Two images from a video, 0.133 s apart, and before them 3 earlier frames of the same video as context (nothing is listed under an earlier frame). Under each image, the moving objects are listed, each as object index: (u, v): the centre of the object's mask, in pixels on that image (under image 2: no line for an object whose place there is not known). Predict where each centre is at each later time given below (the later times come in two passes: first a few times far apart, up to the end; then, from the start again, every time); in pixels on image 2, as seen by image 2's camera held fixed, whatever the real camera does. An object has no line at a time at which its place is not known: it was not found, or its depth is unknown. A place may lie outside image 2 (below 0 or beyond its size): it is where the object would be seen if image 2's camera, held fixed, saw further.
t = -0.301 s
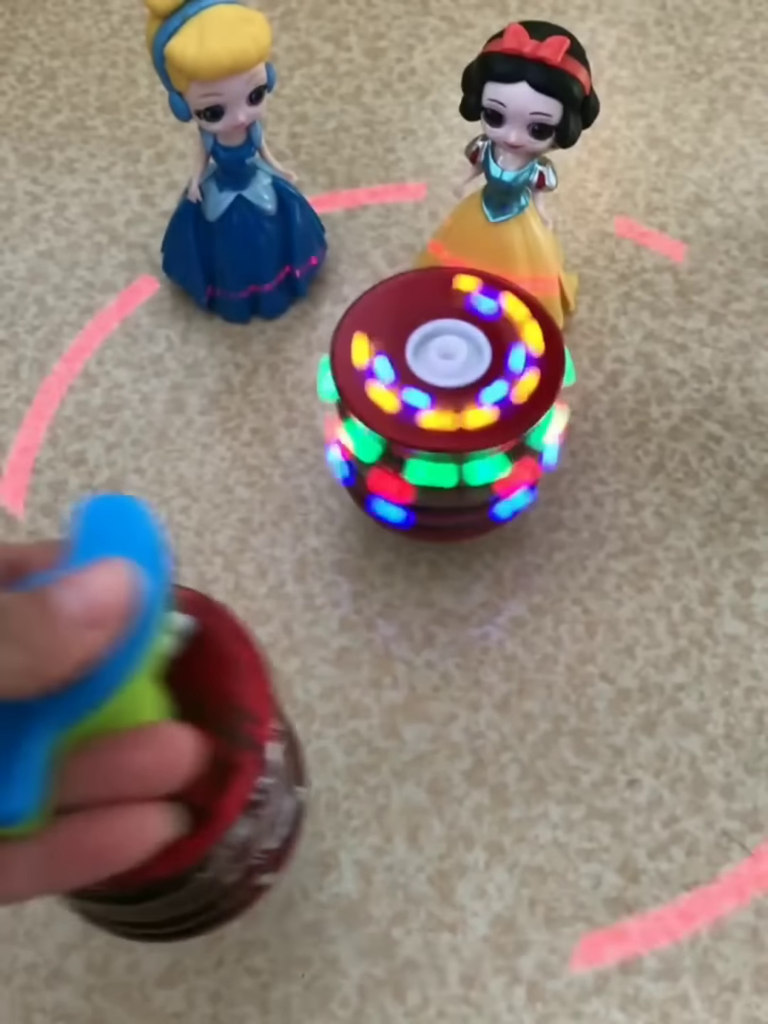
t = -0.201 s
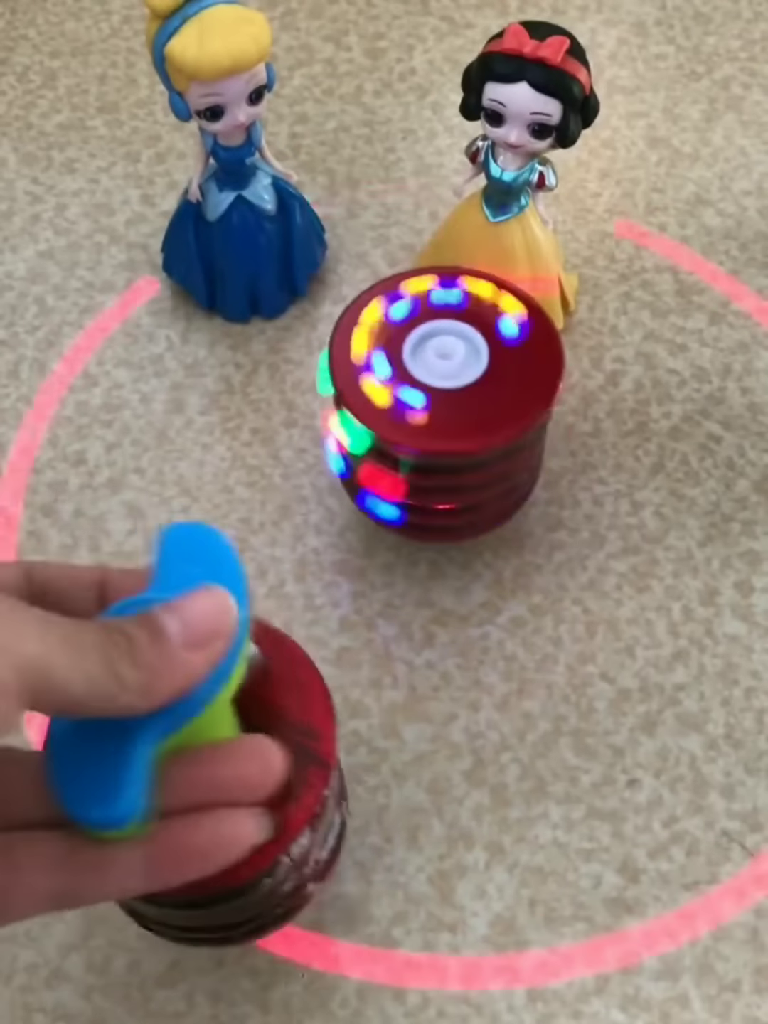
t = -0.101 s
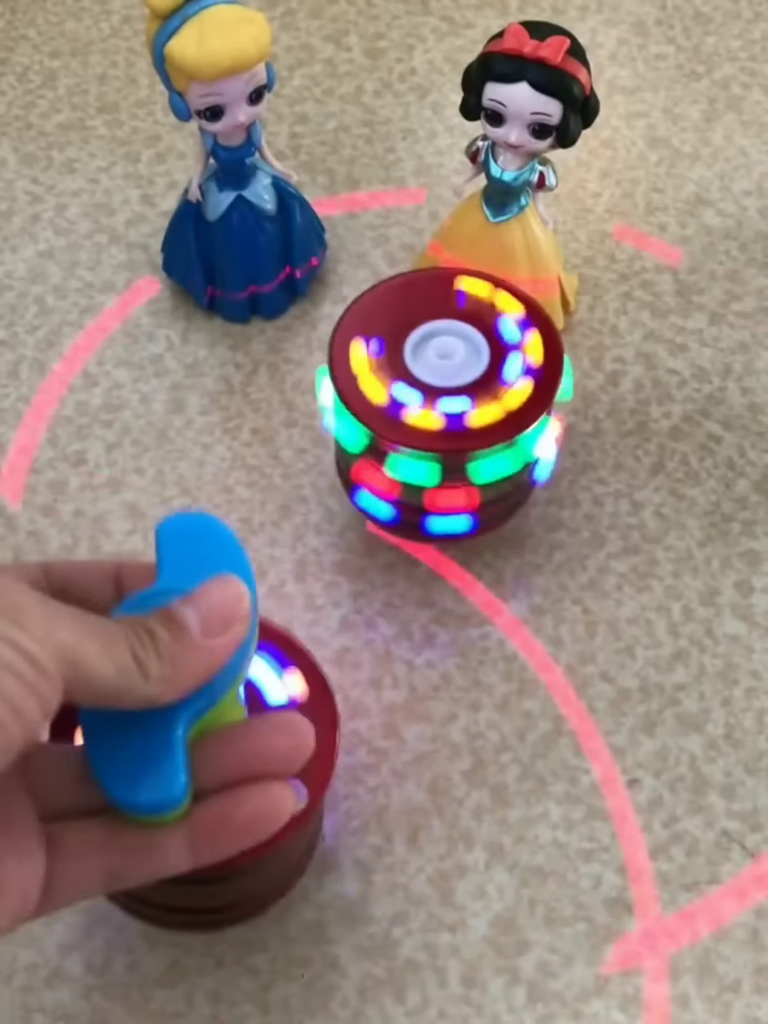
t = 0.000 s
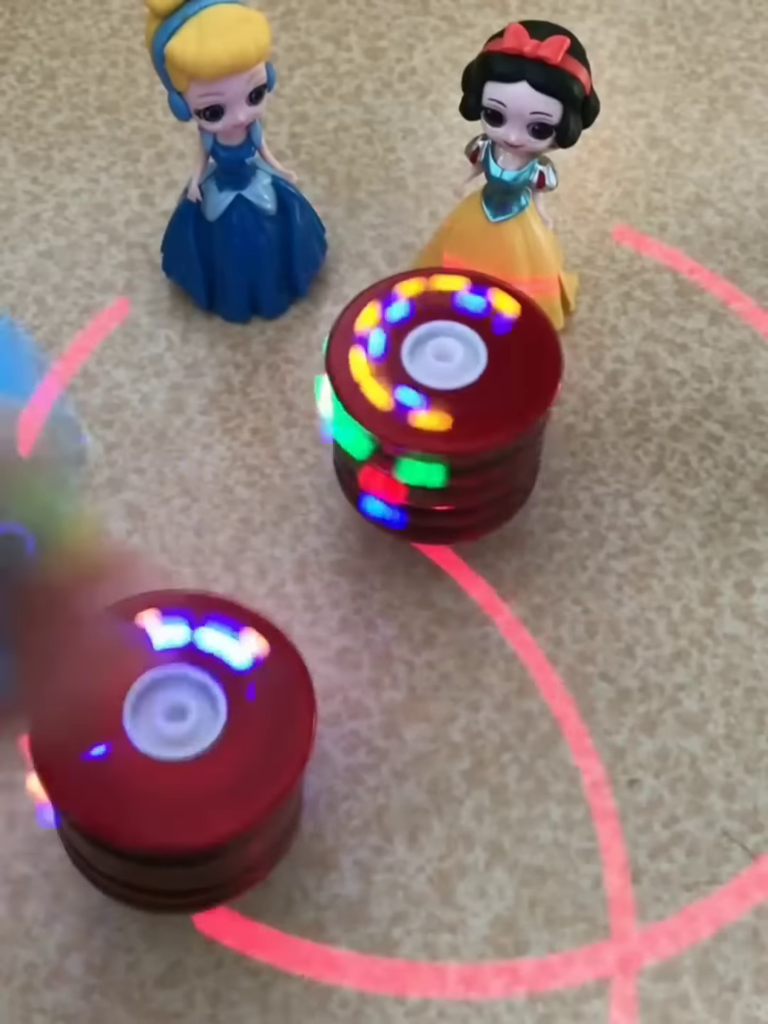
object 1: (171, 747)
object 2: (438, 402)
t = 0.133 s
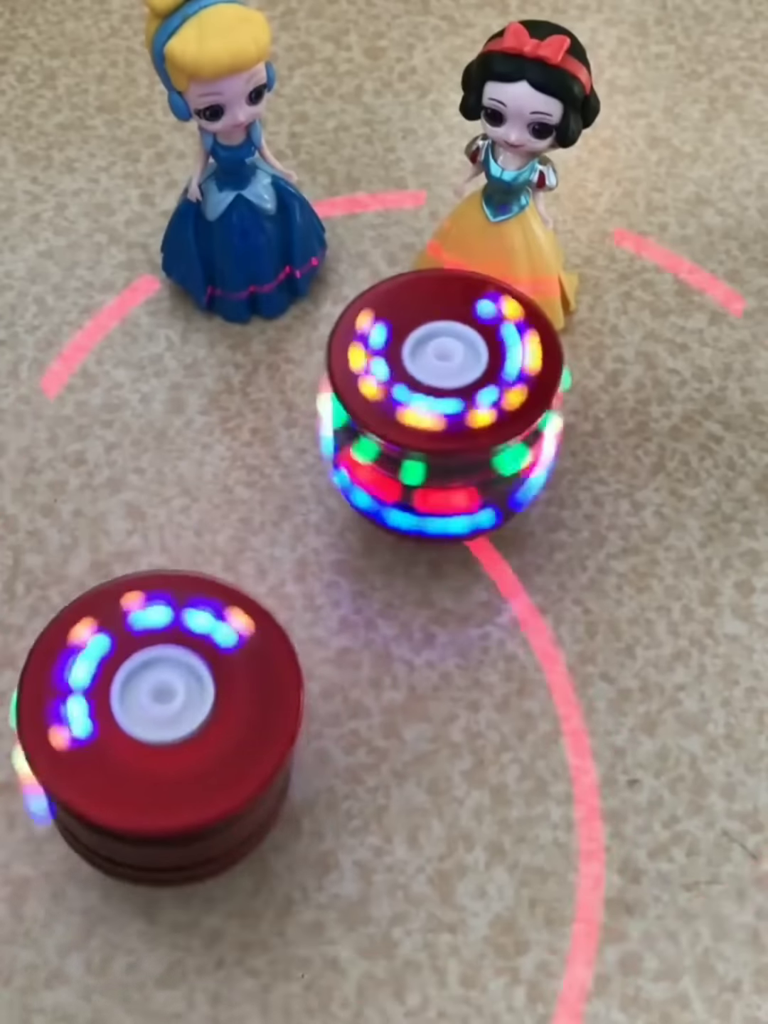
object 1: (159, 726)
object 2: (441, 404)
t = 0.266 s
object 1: (159, 704)
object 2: (440, 403)
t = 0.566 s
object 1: (199, 677)
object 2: (447, 404)
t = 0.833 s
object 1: (239, 687)
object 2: (444, 404)
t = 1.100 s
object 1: (253, 724)
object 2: (442, 406)
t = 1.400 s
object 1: (211, 773)
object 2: (445, 409)
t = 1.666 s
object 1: (175, 772)
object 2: (440, 409)
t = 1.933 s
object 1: (148, 754)
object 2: (450, 413)
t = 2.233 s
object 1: (172, 717)
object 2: (448, 417)
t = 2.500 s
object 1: (203, 728)
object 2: (445, 419)
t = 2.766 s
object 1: (205, 753)
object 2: (444, 426)
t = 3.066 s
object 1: (190, 780)
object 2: (449, 430)
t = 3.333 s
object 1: (174, 784)
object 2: (455, 432)
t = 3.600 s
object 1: (161, 772)
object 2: (445, 434)
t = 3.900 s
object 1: (158, 759)
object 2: (448, 438)
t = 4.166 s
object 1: (173, 757)
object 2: (441, 436)
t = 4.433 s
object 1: (181, 767)
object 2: (450, 439)
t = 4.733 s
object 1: (190, 785)
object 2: (447, 439)
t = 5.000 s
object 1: (193, 787)
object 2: (442, 439)
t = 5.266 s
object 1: (189, 783)
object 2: (441, 438)
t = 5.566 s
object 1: (187, 792)
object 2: (442, 438)
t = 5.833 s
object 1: (193, 781)
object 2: (444, 438)
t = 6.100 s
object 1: (185, 790)
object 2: (447, 438)
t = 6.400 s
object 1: (185, 783)
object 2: (447, 438)
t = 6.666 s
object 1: (189, 786)
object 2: (441, 438)
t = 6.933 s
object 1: (186, 784)
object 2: (448, 439)
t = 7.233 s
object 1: (185, 785)
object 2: (441, 439)
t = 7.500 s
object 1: (191, 781)
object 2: (451, 439)
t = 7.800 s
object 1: (194, 781)
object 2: (448, 439)
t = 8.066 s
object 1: (194, 787)
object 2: (442, 437)
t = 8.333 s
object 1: (192, 785)
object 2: (449, 438)
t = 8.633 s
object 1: (192, 781)
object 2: (450, 439)
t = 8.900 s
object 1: (192, 782)
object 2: (450, 438)
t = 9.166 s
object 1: (191, 781)
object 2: (450, 438)
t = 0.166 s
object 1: (160, 719)
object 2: (441, 404)
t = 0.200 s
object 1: (159, 714)
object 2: (438, 403)
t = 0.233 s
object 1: (158, 709)
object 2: (438, 403)
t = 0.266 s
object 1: (159, 704)
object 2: (440, 403)
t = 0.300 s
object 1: (160, 699)
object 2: (444, 403)
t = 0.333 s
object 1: (165, 693)
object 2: (444, 404)
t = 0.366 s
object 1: (167, 692)
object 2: (442, 404)
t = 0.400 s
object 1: (170, 689)
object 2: (441, 404)
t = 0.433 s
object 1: (175, 684)
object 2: (443, 404)
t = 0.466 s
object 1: (184, 679)
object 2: (439, 403)
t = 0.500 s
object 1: (189, 678)
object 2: (440, 403)
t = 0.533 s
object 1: (195, 677)
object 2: (445, 403)
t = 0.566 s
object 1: (199, 677)
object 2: (447, 404)
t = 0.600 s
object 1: (205, 676)
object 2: (447, 405)
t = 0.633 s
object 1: (212, 675)
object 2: (446, 405)
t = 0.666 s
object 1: (219, 676)
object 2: (443, 405)
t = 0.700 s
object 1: (223, 677)
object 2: (445, 405)
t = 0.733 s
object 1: (229, 679)
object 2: (441, 404)
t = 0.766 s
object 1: (233, 681)
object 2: (441, 403)
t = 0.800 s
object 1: (237, 685)
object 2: (440, 404)
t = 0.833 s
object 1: (239, 687)
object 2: (444, 404)
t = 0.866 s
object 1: (242, 690)
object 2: (448, 405)
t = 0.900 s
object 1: (248, 693)
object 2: (447, 405)
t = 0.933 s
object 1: (251, 698)
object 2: (448, 406)
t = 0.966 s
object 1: (254, 702)
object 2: (444, 406)
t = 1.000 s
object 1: (256, 705)
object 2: (445, 406)
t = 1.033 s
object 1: (257, 712)
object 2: (446, 406)
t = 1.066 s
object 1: (256, 718)
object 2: (443, 406)
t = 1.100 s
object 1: (253, 724)
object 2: (442, 406)
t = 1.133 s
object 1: (250, 729)
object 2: (442, 406)
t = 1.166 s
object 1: (248, 735)
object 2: (442, 407)
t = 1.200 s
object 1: (242, 742)
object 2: (444, 407)
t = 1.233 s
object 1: (237, 747)
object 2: (449, 408)
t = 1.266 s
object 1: (231, 753)
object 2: (449, 408)
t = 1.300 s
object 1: (226, 759)
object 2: (449, 408)
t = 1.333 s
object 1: (219, 766)
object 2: (449, 409)
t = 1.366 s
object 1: (215, 771)
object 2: (445, 409)
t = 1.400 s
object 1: (211, 773)
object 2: (445, 409)
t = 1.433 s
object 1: (207, 776)
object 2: (445, 409)
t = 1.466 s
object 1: (203, 778)
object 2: (444, 409)
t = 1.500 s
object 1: (198, 780)
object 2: (444, 409)
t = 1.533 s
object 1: (193, 779)
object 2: (443, 410)
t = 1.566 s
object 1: (188, 779)
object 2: (440, 408)
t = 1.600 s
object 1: (183, 779)
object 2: (440, 408)
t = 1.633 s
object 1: (179, 777)
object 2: (440, 408)
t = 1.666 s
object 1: (175, 772)
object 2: (440, 409)
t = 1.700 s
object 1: (171, 766)
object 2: (441, 409)
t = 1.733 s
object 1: (166, 762)
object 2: (443, 409)
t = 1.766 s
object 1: (161, 758)
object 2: (447, 409)
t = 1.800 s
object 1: (156, 755)
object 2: (449, 411)
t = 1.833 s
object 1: (152, 752)
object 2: (449, 411)
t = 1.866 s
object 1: (149, 751)
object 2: (450, 412)
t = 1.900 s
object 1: (149, 752)
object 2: (450, 412)
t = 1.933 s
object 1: (148, 754)
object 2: (450, 413)
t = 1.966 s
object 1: (148, 751)
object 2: (451, 413)
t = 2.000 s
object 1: (151, 745)
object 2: (450, 414)
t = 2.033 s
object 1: (156, 740)
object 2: (449, 414)
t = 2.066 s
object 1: (159, 738)
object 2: (449, 415)
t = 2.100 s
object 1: (160, 736)
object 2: (449, 415)
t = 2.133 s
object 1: (163, 731)
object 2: (449, 415)
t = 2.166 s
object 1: (168, 724)
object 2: (449, 416)
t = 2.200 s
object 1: (170, 719)
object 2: (448, 417)
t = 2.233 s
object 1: (172, 717)
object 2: (448, 417)
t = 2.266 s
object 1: (171, 717)
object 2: (448, 418)
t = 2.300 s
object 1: (171, 717)
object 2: (447, 418)
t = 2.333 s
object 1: (173, 719)
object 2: (446, 418)
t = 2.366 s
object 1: (178, 722)
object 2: (447, 418)
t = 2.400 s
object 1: (185, 724)
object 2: (447, 419)
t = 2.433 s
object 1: (192, 726)
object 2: (446, 420)
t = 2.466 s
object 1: (199, 726)
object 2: (445, 420)
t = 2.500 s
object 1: (203, 728)
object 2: (445, 419)
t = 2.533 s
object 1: (207, 730)
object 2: (446, 420)
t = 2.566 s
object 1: (210, 729)
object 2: (447, 421)
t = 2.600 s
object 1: (209, 728)
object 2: (447, 422)
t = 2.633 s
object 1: (210, 728)
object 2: (446, 423)
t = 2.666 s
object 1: (209, 733)
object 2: (445, 423)
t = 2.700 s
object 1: (207, 742)
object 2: (445, 424)
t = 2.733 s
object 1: (205, 749)
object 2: (445, 425)
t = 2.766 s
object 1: (205, 753)
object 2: (444, 426)
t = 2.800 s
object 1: (208, 757)
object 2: (445, 426)
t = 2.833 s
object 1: (213, 763)
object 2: (447, 426)
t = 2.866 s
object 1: (212, 768)
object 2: (447, 427)
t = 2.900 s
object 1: (212, 770)
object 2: (448, 428)
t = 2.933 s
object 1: (212, 766)
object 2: (448, 428)
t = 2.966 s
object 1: (209, 766)
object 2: (449, 429)
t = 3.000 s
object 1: (205, 768)
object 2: (449, 429)
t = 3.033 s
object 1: (198, 775)
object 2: (449, 430)
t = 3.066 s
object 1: (190, 780)
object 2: (449, 430)
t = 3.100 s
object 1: (187, 785)
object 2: (450, 430)
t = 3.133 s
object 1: (187, 790)
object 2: (451, 431)
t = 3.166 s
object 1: (187, 793)
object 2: (452, 431)
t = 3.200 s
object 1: (185, 793)
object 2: (453, 431)
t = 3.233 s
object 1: (187, 791)
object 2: (454, 431)
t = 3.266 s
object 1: (185, 787)
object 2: (454, 431)
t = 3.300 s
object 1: (180, 784)
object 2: (454, 431)
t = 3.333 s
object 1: (174, 784)
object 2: (455, 432)
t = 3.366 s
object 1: (170, 786)
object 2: (454, 433)
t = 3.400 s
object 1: (165, 789)
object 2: (455, 434)
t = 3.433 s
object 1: (165, 790)
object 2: (454, 434)
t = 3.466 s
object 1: (167, 790)
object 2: (453, 434)
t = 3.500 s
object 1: (165, 788)
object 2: (451, 433)
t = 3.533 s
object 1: (165, 783)
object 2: (448, 433)
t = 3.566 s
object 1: (164, 775)
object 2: (447, 433)
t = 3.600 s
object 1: (161, 772)
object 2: (445, 434)
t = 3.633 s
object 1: (155, 772)
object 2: (443, 435)
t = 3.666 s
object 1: (151, 772)
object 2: (443, 436)
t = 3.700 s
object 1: (150, 772)
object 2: (443, 436)
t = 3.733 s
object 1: (155, 772)
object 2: (443, 436)
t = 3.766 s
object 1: (161, 770)
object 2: (443, 436)
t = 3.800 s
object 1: (164, 771)
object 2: (445, 437)
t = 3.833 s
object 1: (164, 766)
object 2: (447, 437)
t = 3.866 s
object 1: (161, 762)
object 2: (447, 437)
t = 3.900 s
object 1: (158, 759)
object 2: (448, 438)
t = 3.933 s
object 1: (159, 760)
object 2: (450, 438)
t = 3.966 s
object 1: (159, 764)
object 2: (450, 437)
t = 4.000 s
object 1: (161, 764)
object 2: (450, 437)
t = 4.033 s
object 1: (166, 762)
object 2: (450, 437)
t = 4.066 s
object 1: (171, 759)
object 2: (449, 436)
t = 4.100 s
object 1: (176, 755)
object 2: (446, 436)
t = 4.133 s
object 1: (176, 755)
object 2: (443, 436)
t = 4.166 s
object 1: (173, 757)
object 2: (441, 436)
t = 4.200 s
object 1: (173, 760)
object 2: (441, 437)
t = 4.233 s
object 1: (177, 763)
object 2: (442, 437)
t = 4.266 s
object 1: (182, 765)
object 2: (442, 438)
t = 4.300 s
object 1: (185, 765)
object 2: (446, 439)
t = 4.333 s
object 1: (189, 761)
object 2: (446, 439)
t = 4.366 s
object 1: (189, 761)
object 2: (446, 439)
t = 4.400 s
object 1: (185, 764)
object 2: (449, 439)
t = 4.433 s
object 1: (181, 767)
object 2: (450, 439)
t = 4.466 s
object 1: (181, 770)
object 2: (450, 439)
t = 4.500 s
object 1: (186, 773)
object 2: (448, 438)
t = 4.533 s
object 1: (190, 775)
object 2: (444, 438)
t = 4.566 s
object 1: (194, 776)
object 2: (441, 438)
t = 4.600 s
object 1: (194, 774)
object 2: (440, 438)
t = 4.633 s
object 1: (187, 777)
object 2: (441, 438)
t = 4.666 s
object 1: (183, 781)
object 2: (443, 438)
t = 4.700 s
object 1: (183, 784)
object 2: (446, 440)
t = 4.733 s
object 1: (190, 785)
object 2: (447, 439)
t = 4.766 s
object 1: (191, 787)
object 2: (449, 438)
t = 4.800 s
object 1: (192, 782)
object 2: (450, 438)
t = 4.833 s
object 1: (187, 780)
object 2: (450, 438)
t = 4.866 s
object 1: (184, 781)
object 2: (446, 437)
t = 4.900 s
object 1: (182, 785)
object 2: (443, 438)
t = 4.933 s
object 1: (185, 789)
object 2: (442, 438)
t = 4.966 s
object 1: (189, 790)
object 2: (441, 438)
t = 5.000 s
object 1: (193, 787)
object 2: (442, 439)
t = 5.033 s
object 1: (192, 781)
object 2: (446, 440)
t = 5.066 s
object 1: (188, 781)
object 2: (448, 440)
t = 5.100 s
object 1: (185, 783)
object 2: (449, 438)
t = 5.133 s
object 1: (183, 791)
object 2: (449, 438)
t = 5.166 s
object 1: (188, 792)
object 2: (448, 437)
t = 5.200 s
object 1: (191, 790)
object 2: (444, 437)
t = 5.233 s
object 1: (193, 783)
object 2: (441, 438)
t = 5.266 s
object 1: (189, 783)
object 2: (441, 438)
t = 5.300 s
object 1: (185, 784)
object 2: (442, 438)
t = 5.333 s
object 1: (183, 790)
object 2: (445, 439)
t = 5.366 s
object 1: (188, 793)
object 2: (449, 438)
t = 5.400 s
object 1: (191, 794)
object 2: (450, 438)
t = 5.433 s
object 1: (191, 788)
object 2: (449, 438)
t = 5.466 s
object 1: (186, 783)
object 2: (444, 437)
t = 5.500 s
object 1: (182, 783)
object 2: (441, 438)
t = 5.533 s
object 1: (182, 787)
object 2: (441, 438)
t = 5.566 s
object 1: (187, 792)
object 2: (442, 438)
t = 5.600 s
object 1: (190, 791)
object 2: (446, 438)
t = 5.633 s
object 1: (190, 784)
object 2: (450, 438)
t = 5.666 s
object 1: (185, 782)
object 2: (450, 438)
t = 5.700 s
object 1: (183, 782)
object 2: (448, 438)
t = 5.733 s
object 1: (183, 787)
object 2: (444, 438)
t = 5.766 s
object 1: (189, 787)
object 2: (441, 438)
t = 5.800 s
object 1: (194, 785)
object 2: (442, 438)
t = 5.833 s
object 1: (193, 781)
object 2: (444, 438)
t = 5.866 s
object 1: (186, 781)
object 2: (448, 438)
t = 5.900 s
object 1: (183, 784)
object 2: (450, 438)
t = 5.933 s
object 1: (186, 787)
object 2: (448, 438)
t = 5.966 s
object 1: (192, 787)
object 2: (444, 438)
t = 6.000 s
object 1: (197, 782)
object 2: (441, 438)
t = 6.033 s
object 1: (192, 780)
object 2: (441, 438)
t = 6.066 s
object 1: (188, 783)
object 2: (443, 438)
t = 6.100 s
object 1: (185, 790)
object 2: (447, 438)
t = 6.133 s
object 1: (190, 791)
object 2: (450, 438)
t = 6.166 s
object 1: (194, 786)
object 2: (449, 438)
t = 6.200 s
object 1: (193, 781)
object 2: (444, 438)
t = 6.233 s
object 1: (188, 783)
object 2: (440, 438)
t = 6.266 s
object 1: (183, 789)
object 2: (441, 438)
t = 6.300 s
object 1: (186, 794)
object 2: (445, 439)
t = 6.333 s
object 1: (190, 791)
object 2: (449, 439)
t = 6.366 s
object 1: (191, 783)
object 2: (450, 439)
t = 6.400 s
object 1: (185, 783)
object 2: (447, 438)
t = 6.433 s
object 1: (183, 785)
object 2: (441, 437)
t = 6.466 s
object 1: (182, 789)
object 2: (440, 438)
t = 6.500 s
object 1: (188, 789)
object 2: (444, 439)
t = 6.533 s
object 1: (190, 783)
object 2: (448, 439)
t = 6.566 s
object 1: (184, 782)
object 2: (450, 439)
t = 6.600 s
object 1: (182, 783)
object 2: (449, 438)
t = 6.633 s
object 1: (182, 786)
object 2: (443, 438)
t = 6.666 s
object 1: (189, 786)
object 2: (441, 438)
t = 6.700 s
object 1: (192, 780)
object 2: (442, 439)
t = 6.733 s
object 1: (187, 780)
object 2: (448, 440)
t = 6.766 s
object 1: (183, 783)
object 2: (451, 439)
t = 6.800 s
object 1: (184, 787)
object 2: (448, 439)
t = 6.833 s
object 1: (191, 786)
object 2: (443, 438)
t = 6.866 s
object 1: (194, 780)
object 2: (442, 439)
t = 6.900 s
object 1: (189, 780)
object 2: (444, 439)
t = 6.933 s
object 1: (186, 784)
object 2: (448, 439)
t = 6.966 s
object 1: (187, 788)
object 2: (450, 438)
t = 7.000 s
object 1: (193, 788)
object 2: (445, 437)
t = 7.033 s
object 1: (193, 782)
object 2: (441, 438)
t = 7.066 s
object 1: (187, 783)
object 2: (442, 439)
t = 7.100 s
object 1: (183, 787)
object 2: (445, 440)
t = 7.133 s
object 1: (188, 790)
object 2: (449, 439)
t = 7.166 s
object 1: (194, 787)
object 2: (448, 437)
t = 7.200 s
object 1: (191, 783)
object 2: (444, 437)
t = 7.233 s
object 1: (185, 785)
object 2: (441, 439)
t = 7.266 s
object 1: (181, 790)
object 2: (443, 440)
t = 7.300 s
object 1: (187, 790)
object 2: (447, 438)
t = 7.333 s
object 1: (191, 784)
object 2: (450, 437)
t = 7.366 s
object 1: (186, 782)
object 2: (445, 436)
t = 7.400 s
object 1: (182, 784)
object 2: (441, 437)
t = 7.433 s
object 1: (182, 788)
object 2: (442, 439)
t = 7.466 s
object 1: (190, 787)
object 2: (447, 440)
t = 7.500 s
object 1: (191, 781)
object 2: (451, 439)
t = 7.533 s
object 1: (184, 782)
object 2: (448, 437)
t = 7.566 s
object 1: (182, 787)
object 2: (442, 437)
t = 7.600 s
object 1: (189, 791)
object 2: (442, 438)
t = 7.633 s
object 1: (195, 784)
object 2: (447, 440)
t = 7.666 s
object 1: (189, 780)
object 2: (451, 440)
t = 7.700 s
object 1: (186, 783)
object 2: (449, 438)
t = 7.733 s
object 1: (187, 791)
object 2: (442, 437)
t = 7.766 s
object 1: (195, 789)
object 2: (442, 437)
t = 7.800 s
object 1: (194, 781)
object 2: (448, 439)
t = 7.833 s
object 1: (188, 782)
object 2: (451, 438)
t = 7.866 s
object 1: (185, 790)
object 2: (450, 438)
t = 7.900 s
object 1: (192, 793)
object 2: (442, 438)
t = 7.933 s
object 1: (195, 784)
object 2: (442, 439)
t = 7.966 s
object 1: (187, 783)
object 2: (447, 440)
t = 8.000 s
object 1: (182, 789)
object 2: (449, 439)
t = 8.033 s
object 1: (189, 794)
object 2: (447, 437)
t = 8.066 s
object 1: (194, 787)
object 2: (442, 437)
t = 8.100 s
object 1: (187, 783)
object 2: (443, 439)
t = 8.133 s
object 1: (182, 786)
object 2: (449, 440)
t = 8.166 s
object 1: (183, 789)
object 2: (449, 439)
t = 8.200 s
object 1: (190, 788)
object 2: (444, 437)
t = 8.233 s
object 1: (187, 781)
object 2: (440, 438)
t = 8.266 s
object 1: (184, 783)
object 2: (443, 439)
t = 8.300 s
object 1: (184, 788)
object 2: (450, 439)
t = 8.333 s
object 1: (192, 785)
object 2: (449, 438)
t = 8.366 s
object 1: (190, 781)
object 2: (444, 437)
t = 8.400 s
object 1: (185, 782)
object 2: (441, 438)
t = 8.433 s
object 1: (184, 787)
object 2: (447, 440)
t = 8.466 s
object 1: (190, 787)
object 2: (450, 439)
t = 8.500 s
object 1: (193, 780)
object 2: (445, 437)
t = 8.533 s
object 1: (187, 782)
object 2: (442, 437)
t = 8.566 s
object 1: (186, 787)
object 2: (444, 439)
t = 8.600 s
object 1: (193, 788)
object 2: (450, 439)
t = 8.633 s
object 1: (192, 781)
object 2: (450, 439)
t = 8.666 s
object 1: (187, 783)
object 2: (443, 438)
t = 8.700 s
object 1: (185, 788)
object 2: (442, 439)
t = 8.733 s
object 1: (191, 791)
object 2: (448, 439)
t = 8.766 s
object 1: (194, 783)
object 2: (450, 438)
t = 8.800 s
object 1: (186, 784)
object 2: (445, 437)
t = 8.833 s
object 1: (183, 790)
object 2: (442, 440)
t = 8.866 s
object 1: (190, 791)
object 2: (447, 441)
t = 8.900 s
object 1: (192, 782)
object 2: (450, 438)
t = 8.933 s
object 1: (185, 784)
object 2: (445, 436)
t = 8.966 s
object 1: (183, 791)
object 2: (442, 436)
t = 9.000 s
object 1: (190, 790)
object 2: (446, 439)
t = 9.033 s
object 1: (190, 782)
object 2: (452, 439)
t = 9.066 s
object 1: (184, 783)
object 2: (448, 438)
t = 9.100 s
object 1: (183, 790)
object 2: (441, 438)
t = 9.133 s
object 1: (192, 788)
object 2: (442, 438)
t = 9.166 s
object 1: (191, 781)
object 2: (450, 438)
